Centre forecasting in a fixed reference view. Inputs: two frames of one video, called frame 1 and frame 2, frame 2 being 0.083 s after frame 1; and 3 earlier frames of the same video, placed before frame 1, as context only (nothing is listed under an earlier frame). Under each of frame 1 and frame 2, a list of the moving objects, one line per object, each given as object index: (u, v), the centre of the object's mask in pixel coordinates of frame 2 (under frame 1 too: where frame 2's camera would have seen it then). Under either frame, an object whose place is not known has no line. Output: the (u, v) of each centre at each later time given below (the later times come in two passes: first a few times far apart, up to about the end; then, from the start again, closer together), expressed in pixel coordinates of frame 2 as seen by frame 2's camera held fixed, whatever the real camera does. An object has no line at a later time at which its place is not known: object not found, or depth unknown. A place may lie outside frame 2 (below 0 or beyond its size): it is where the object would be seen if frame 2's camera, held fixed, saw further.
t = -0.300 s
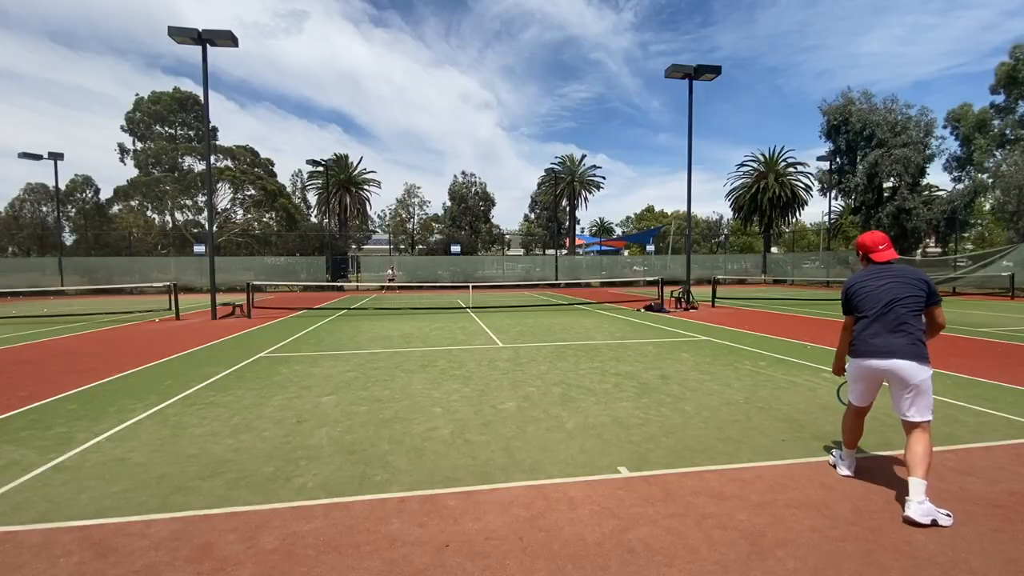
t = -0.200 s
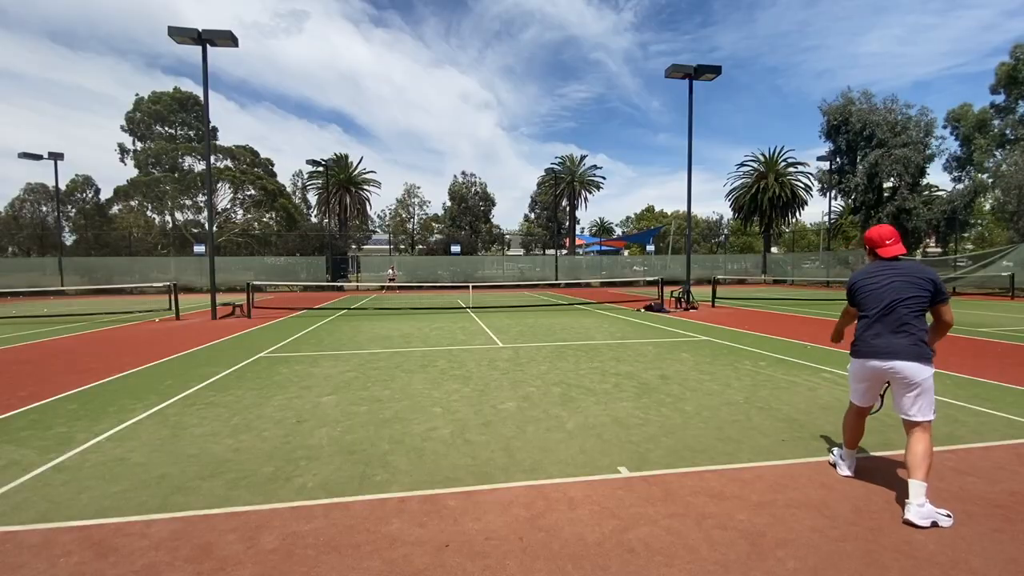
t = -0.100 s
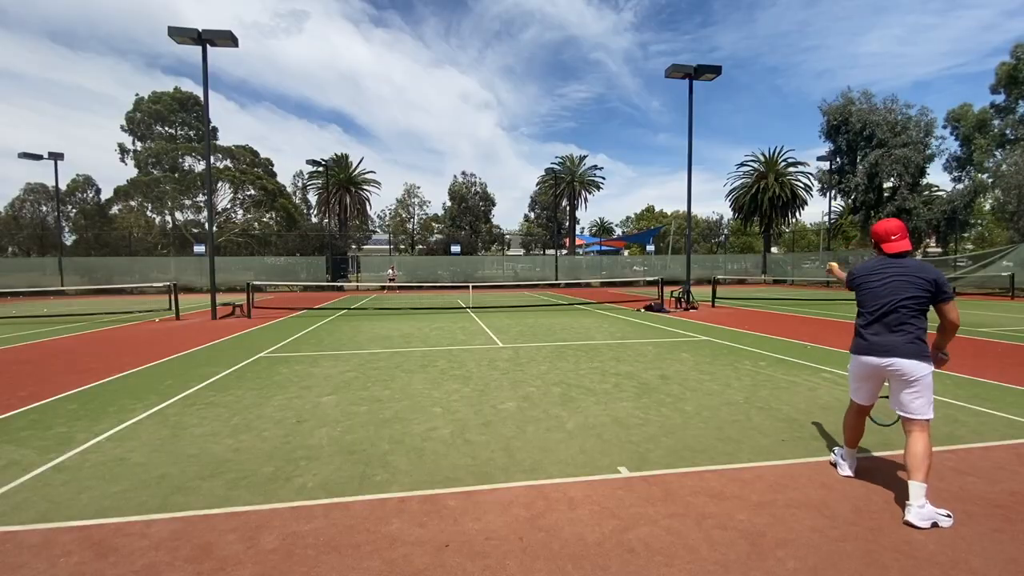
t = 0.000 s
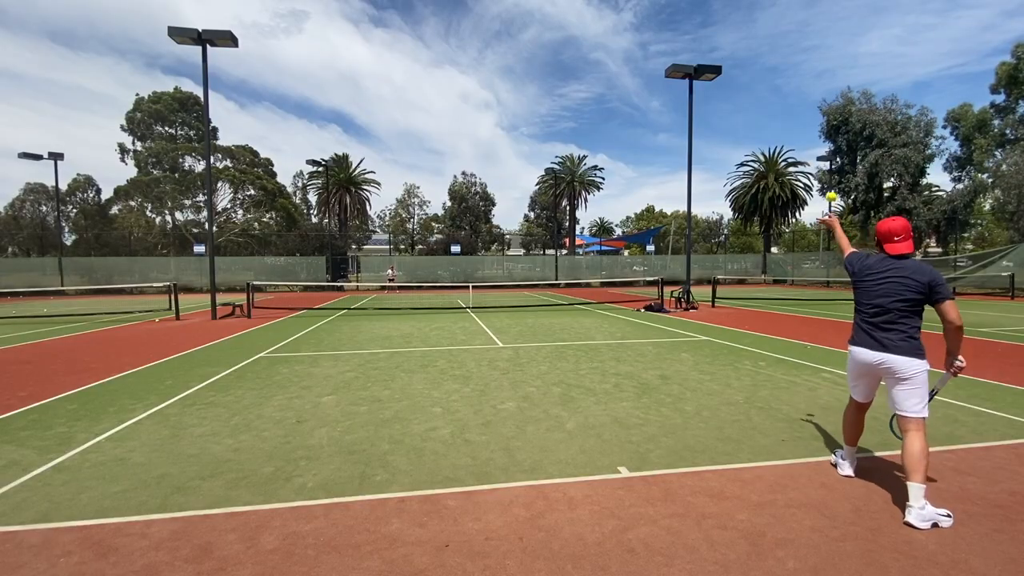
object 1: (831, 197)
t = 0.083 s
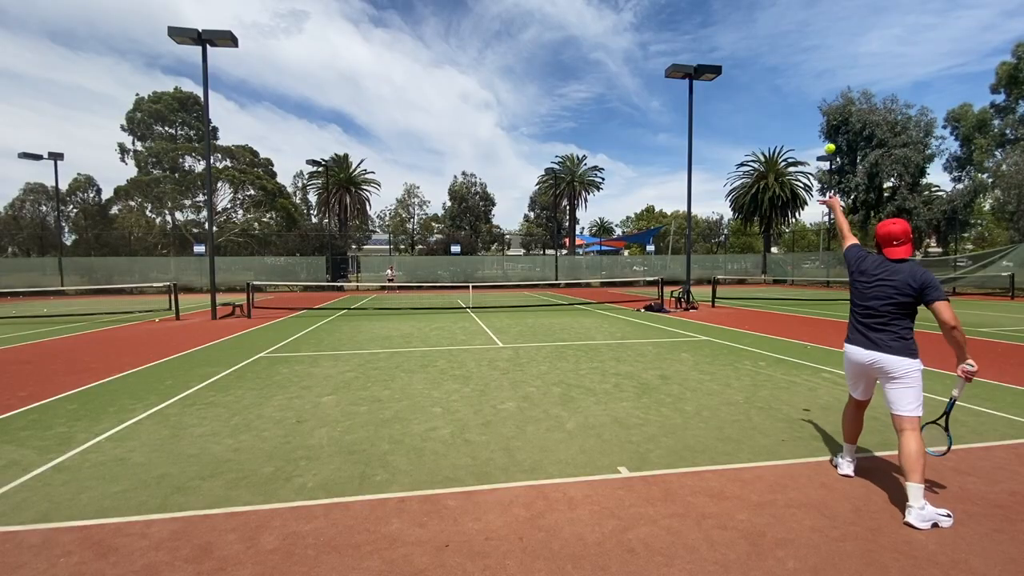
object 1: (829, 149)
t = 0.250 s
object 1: (826, 78)
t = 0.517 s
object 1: (819, 44)
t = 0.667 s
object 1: (814, 65)
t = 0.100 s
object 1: (829, 139)
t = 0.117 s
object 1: (829, 132)
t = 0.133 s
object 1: (828, 124)
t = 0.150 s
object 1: (828, 116)
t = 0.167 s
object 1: (827, 109)
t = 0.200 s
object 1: (827, 95)
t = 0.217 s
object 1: (827, 89)
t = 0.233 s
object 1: (826, 84)
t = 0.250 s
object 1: (826, 78)
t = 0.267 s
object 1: (825, 74)
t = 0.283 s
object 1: (825, 69)
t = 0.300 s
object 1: (825, 65)
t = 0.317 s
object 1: (824, 61)
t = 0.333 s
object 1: (824, 58)
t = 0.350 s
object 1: (823, 55)
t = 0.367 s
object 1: (823, 52)
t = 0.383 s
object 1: (823, 49)
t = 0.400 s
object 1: (822, 48)
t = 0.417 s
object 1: (822, 46)
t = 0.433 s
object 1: (821, 45)
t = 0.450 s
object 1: (821, 44)
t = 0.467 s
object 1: (820, 43)
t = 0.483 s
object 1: (820, 43)
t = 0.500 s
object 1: (819, 43)
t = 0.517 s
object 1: (819, 44)
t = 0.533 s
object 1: (818, 45)
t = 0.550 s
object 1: (818, 46)
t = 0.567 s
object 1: (817, 48)
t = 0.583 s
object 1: (817, 50)
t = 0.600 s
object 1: (816, 52)
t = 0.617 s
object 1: (816, 55)
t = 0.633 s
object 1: (815, 58)
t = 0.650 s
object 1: (814, 61)
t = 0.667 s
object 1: (814, 65)
